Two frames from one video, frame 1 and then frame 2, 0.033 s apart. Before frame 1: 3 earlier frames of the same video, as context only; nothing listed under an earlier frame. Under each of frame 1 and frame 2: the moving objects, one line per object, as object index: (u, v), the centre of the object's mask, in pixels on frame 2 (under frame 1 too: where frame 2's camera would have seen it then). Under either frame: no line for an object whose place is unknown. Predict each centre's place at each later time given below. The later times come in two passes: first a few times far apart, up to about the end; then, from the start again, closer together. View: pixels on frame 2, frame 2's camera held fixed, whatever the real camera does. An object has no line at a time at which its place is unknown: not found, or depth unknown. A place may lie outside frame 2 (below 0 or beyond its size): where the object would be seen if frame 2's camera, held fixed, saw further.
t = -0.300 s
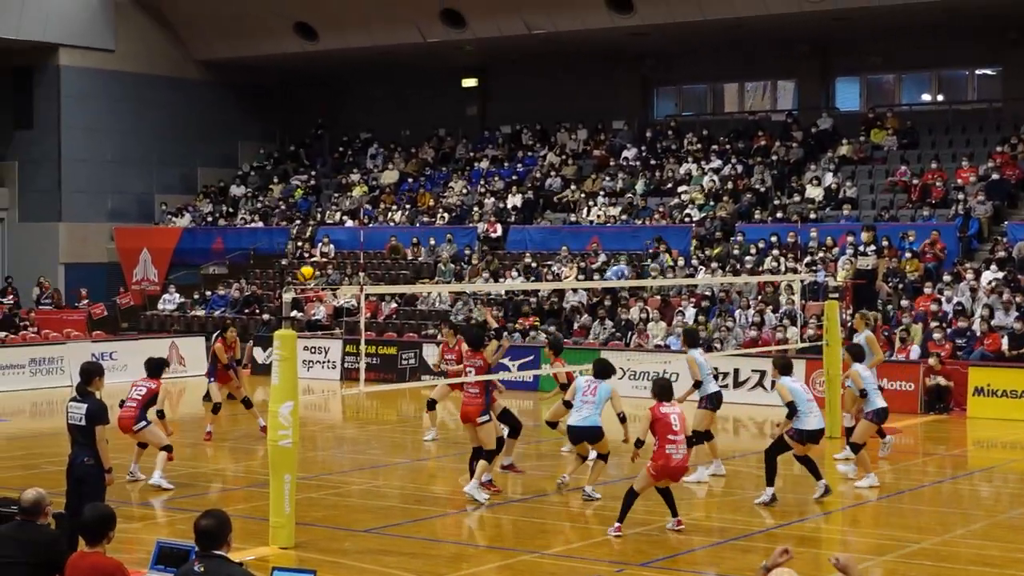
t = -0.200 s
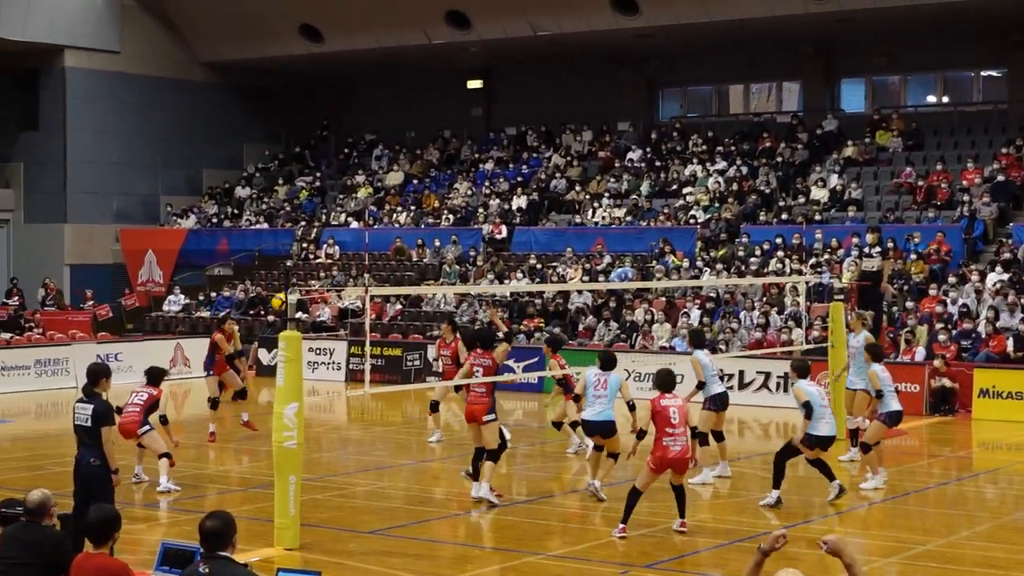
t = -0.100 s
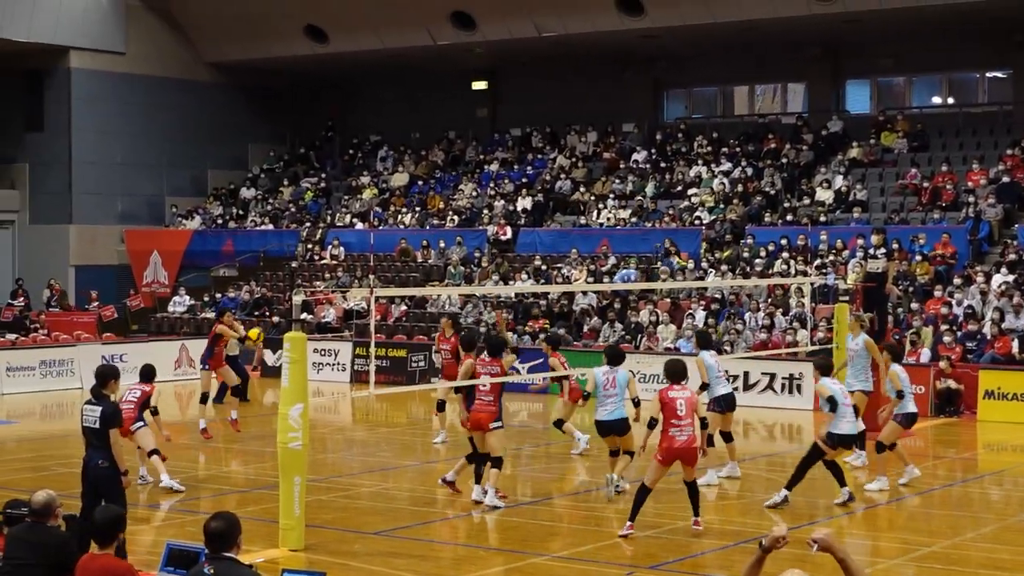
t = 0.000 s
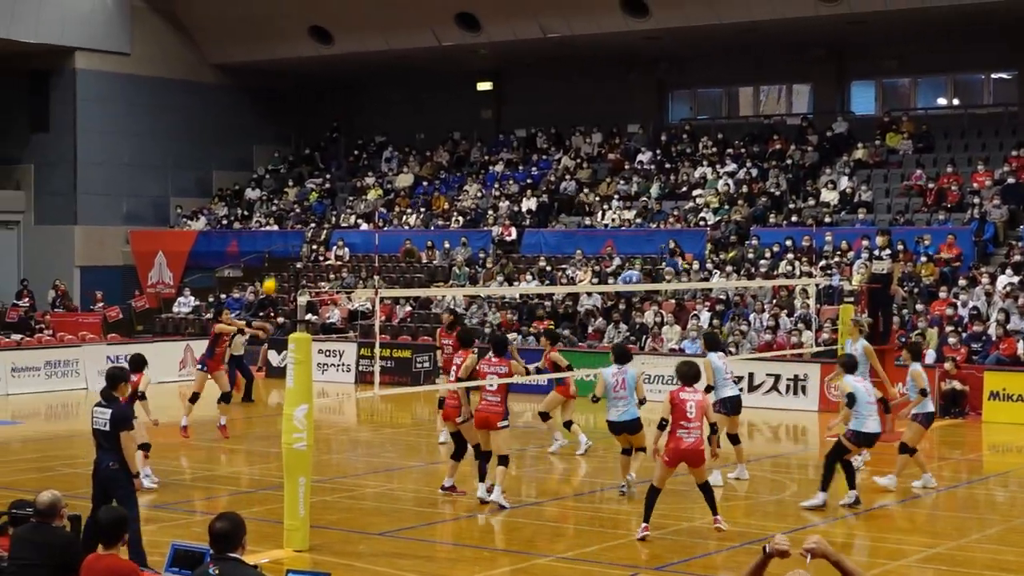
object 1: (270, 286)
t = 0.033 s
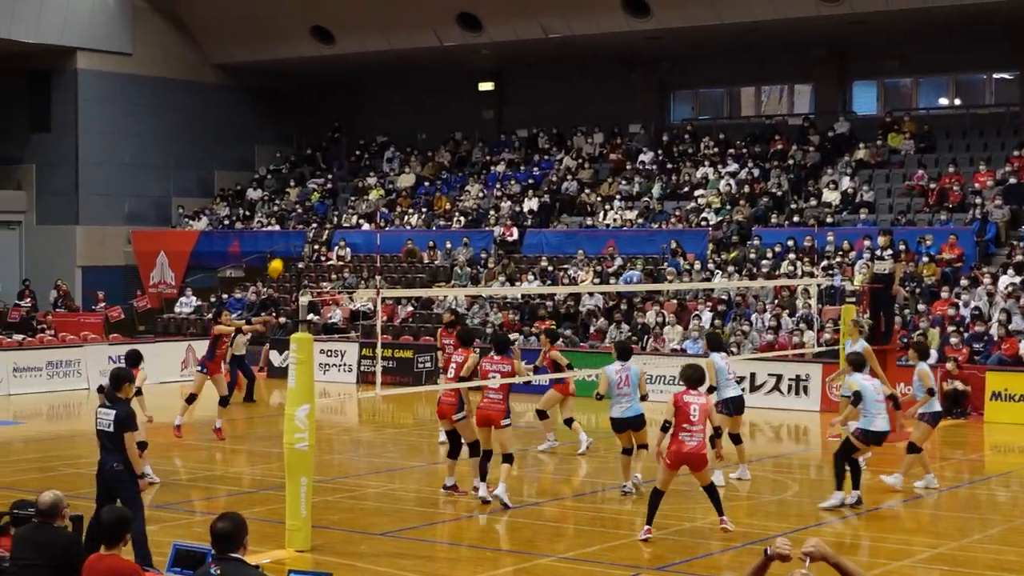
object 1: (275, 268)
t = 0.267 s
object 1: (310, 161)
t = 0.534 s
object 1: (347, 86)
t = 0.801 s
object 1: (388, 63)
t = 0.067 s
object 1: (281, 250)
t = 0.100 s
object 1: (285, 233)
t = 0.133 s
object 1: (289, 218)
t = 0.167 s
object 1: (295, 202)
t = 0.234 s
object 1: (305, 174)
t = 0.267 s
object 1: (310, 161)
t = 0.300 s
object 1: (314, 149)
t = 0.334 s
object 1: (319, 138)
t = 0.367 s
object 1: (324, 126)
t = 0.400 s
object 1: (328, 117)
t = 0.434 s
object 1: (333, 108)
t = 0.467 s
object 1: (337, 100)
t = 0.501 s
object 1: (342, 93)
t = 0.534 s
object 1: (347, 86)
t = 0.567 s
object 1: (351, 80)
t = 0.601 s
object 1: (356, 75)
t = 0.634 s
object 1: (360, 71)
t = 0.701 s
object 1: (371, 66)
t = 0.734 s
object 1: (377, 64)
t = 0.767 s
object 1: (382, 63)
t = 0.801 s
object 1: (388, 63)
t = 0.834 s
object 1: (393, 64)
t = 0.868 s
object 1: (397, 66)
